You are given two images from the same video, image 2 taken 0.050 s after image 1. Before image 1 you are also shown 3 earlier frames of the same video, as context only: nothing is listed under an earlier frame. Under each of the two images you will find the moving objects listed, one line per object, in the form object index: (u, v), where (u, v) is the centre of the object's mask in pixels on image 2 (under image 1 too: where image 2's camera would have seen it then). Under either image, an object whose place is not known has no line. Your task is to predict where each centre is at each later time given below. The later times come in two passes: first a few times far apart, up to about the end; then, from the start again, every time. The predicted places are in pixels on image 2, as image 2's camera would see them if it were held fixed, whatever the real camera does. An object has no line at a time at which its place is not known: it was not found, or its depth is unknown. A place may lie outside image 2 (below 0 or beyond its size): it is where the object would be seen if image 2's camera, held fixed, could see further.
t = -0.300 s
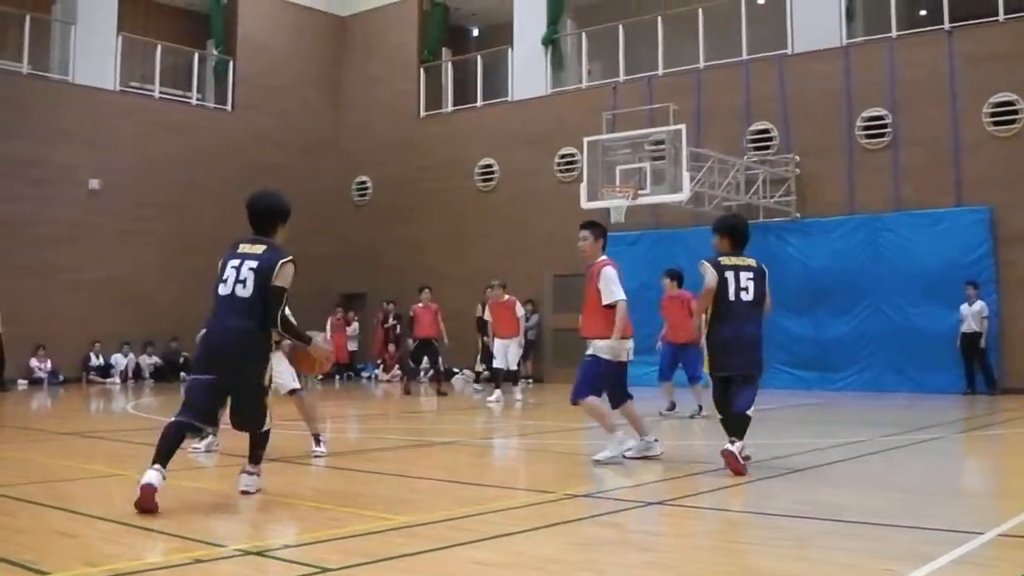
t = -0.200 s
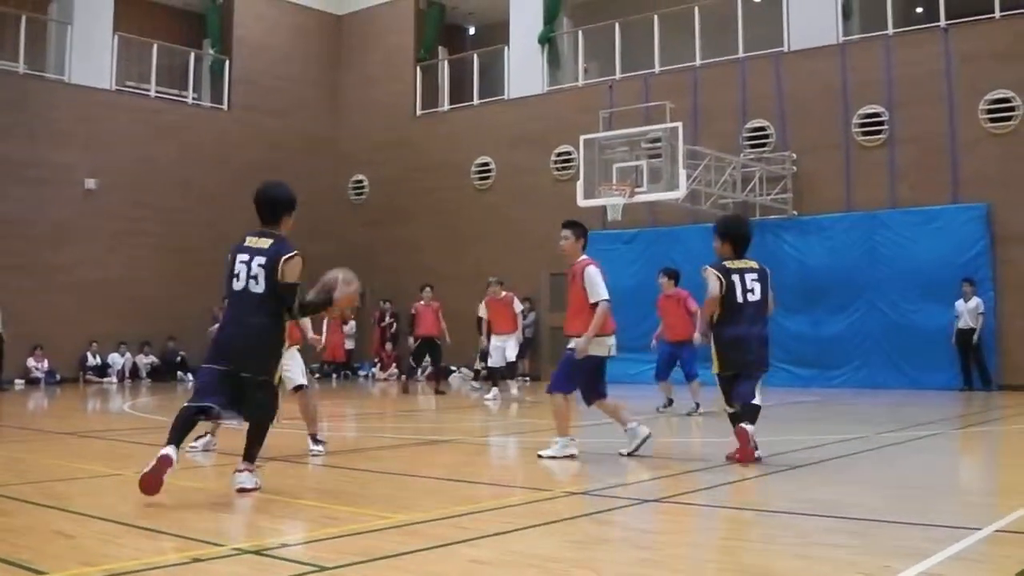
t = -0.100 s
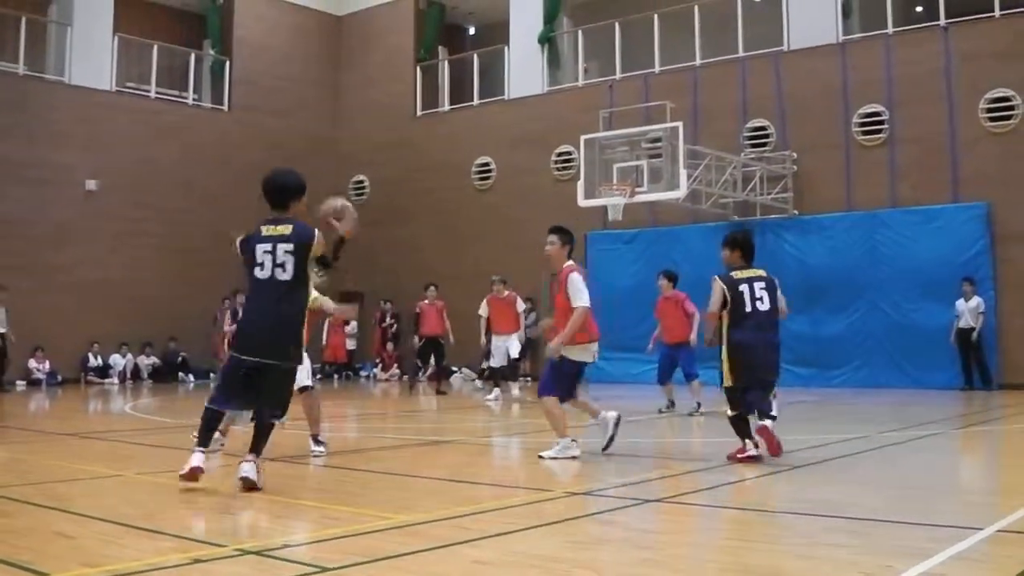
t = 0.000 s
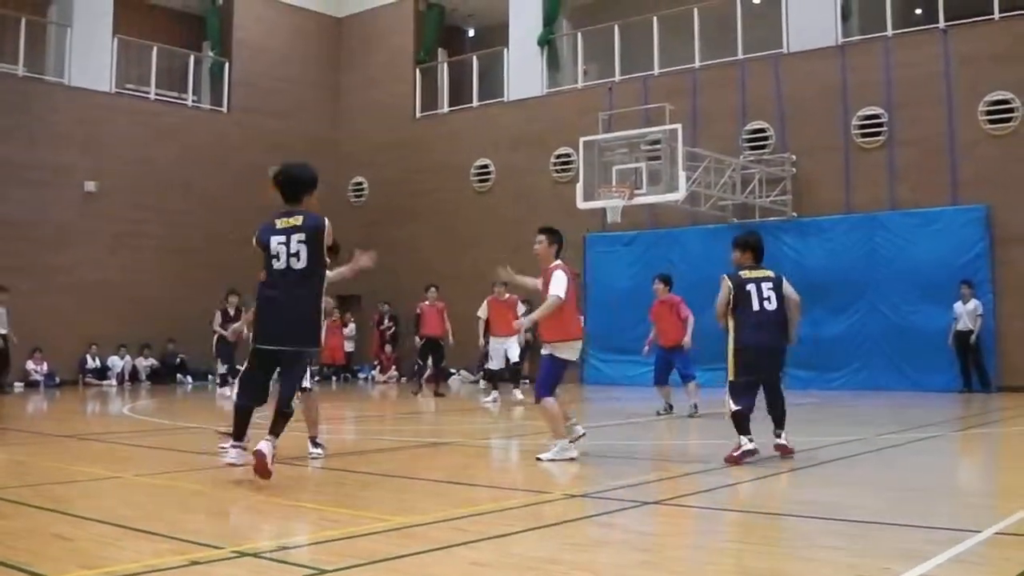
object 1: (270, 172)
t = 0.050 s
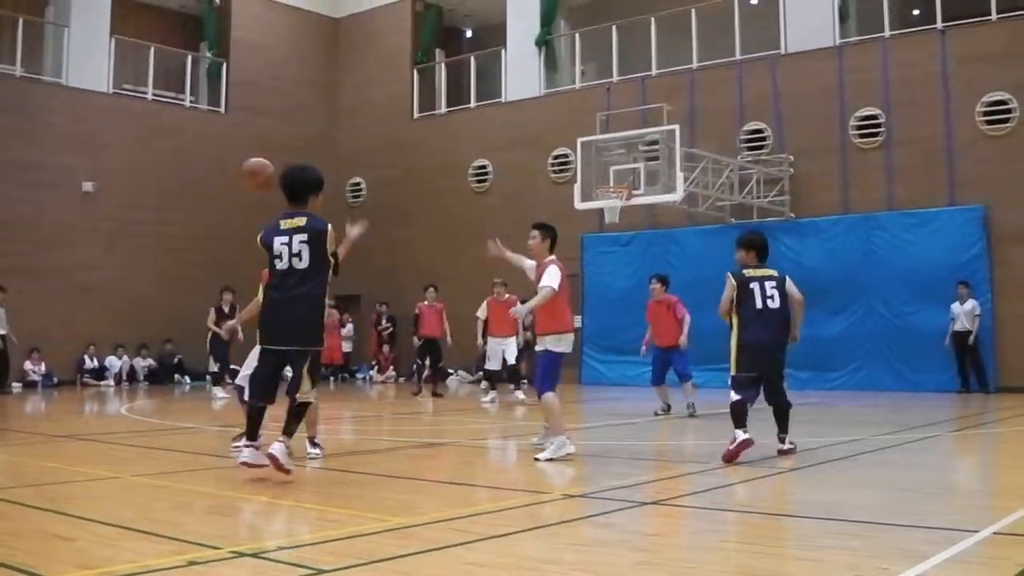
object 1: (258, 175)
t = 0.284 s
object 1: (172, 174)
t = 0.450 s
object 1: (129, 204)
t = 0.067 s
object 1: (250, 173)
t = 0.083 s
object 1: (244, 166)
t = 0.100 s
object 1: (235, 165)
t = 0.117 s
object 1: (229, 160)
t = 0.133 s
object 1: (222, 163)
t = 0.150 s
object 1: (217, 165)
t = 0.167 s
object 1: (213, 165)
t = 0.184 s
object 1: (207, 164)
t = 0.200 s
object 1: (199, 166)
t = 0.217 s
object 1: (193, 167)
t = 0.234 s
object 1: (188, 169)
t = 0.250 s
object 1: (182, 172)
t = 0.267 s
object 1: (178, 174)
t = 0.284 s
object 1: (172, 174)
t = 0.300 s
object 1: (167, 177)
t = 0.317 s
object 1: (164, 179)
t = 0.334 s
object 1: (162, 181)
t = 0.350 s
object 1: (157, 185)
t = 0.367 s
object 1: (150, 188)
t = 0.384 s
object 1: (146, 191)
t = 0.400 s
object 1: (141, 193)
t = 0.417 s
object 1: (139, 195)
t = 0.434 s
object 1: (133, 197)
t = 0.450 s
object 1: (129, 204)
